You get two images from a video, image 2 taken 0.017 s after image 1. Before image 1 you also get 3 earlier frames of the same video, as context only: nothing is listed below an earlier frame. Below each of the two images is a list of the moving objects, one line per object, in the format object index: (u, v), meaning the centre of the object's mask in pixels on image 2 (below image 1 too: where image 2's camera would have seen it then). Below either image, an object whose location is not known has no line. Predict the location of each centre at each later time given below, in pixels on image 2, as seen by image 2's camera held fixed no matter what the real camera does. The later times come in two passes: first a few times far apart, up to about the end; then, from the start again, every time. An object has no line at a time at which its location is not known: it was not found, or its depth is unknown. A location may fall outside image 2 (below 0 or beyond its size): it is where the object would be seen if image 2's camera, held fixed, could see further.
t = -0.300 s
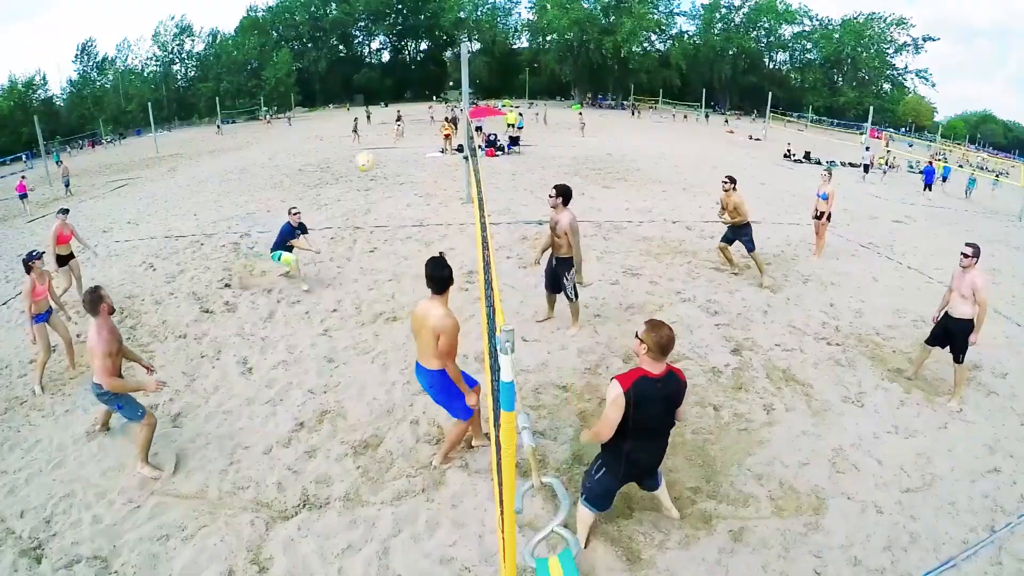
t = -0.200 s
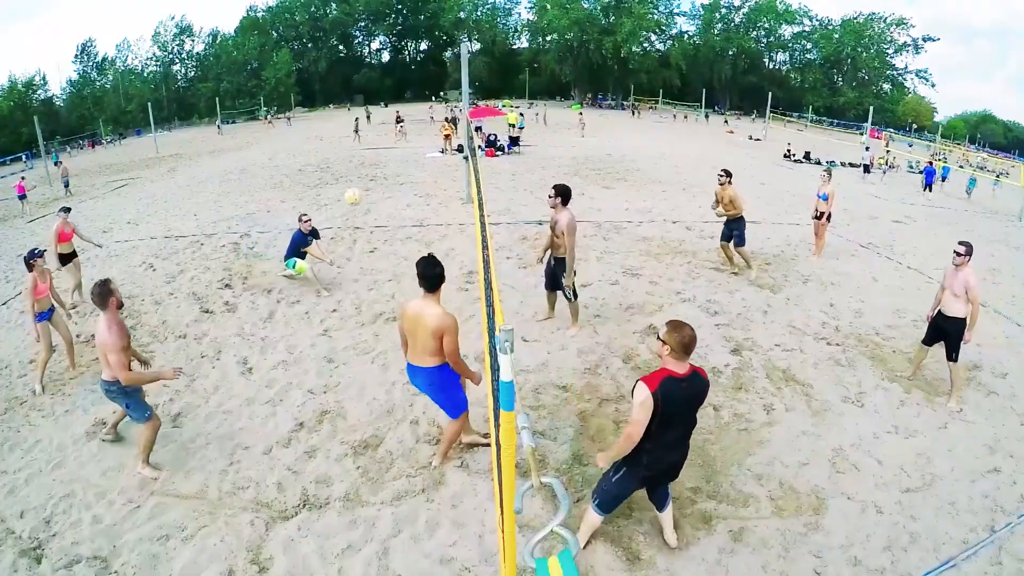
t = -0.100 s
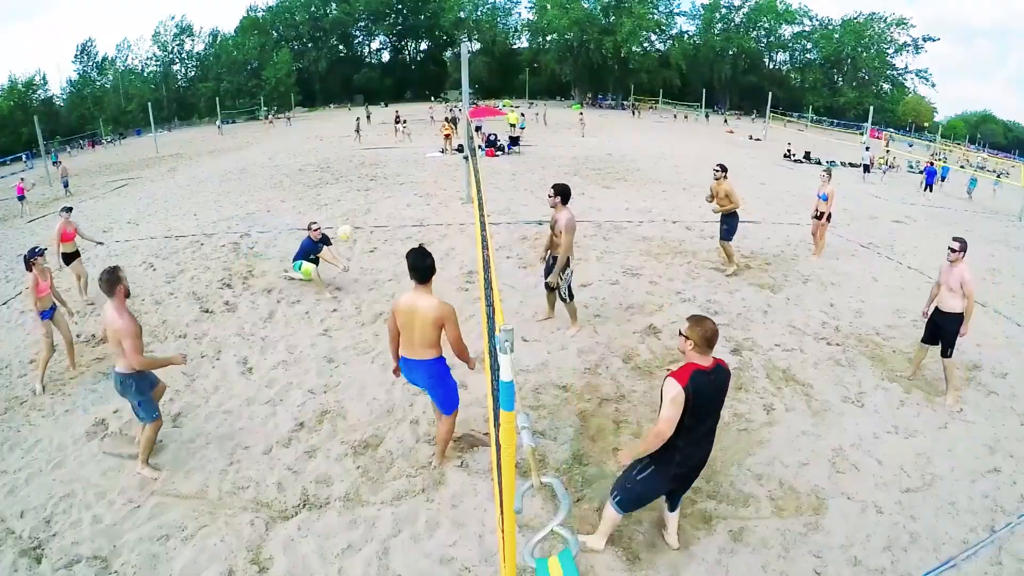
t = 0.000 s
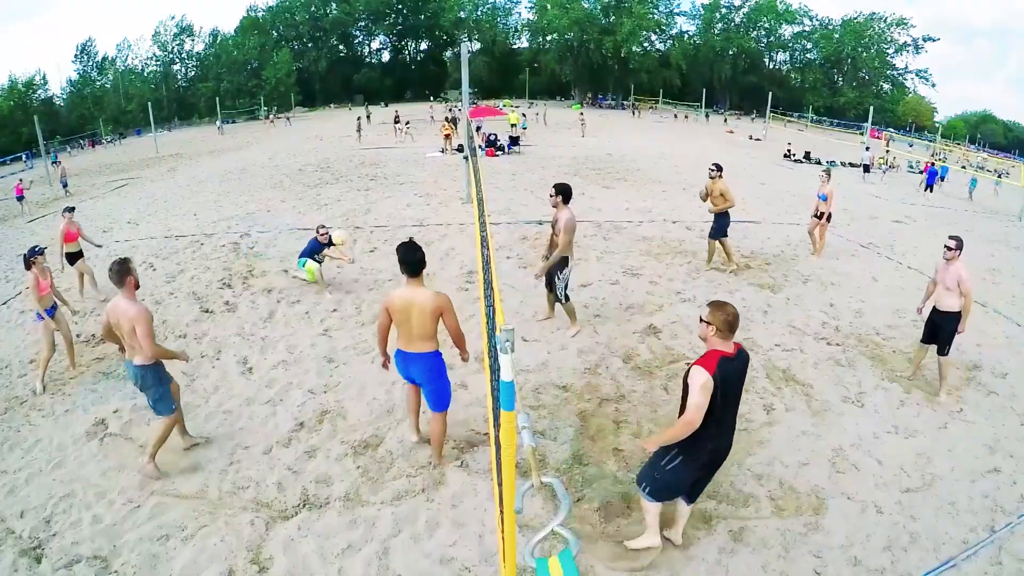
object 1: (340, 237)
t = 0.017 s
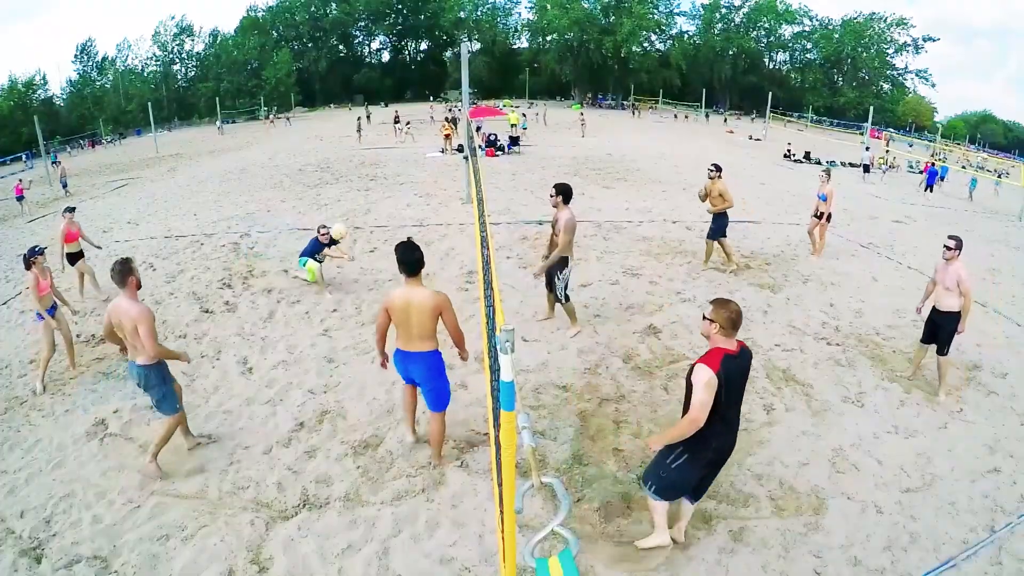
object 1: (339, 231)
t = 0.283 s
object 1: (329, 155)
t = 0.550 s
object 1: (326, 125)
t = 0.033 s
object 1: (338, 225)
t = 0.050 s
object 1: (336, 220)
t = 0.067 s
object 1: (335, 215)
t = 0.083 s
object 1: (334, 209)
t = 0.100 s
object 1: (334, 204)
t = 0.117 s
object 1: (334, 199)
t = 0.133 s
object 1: (333, 195)
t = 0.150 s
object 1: (333, 189)
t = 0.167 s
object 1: (332, 184)
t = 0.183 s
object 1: (331, 180)
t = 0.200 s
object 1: (331, 176)
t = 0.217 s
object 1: (330, 172)
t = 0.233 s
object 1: (330, 168)
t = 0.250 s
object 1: (330, 163)
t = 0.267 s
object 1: (329, 159)
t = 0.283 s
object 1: (329, 155)
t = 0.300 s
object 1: (328, 152)
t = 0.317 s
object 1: (328, 148)
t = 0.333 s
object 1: (328, 145)
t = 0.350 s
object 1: (328, 142)
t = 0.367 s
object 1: (327, 139)
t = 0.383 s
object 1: (327, 137)
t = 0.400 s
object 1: (326, 135)
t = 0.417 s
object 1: (326, 132)
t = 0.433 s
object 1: (326, 131)
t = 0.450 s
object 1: (325, 129)
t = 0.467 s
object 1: (326, 128)
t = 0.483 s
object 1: (326, 126)
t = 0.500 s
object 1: (326, 126)
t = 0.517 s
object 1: (326, 126)
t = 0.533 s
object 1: (326, 125)
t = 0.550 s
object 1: (326, 125)
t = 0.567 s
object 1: (326, 125)
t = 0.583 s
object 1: (326, 125)
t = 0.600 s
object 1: (326, 126)
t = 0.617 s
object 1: (326, 128)
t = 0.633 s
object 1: (327, 129)
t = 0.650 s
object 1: (327, 130)
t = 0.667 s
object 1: (328, 132)
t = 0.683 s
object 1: (328, 134)
